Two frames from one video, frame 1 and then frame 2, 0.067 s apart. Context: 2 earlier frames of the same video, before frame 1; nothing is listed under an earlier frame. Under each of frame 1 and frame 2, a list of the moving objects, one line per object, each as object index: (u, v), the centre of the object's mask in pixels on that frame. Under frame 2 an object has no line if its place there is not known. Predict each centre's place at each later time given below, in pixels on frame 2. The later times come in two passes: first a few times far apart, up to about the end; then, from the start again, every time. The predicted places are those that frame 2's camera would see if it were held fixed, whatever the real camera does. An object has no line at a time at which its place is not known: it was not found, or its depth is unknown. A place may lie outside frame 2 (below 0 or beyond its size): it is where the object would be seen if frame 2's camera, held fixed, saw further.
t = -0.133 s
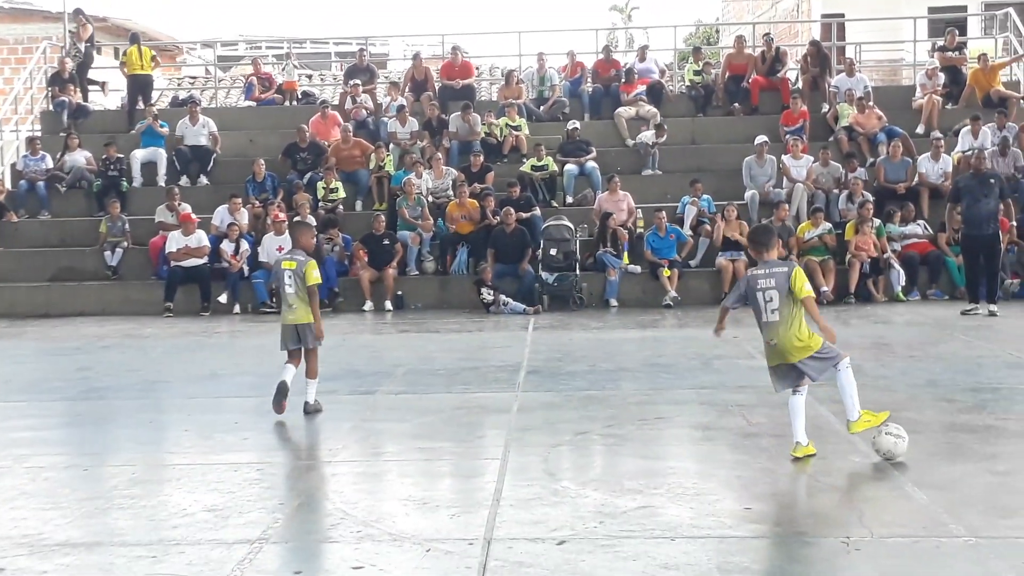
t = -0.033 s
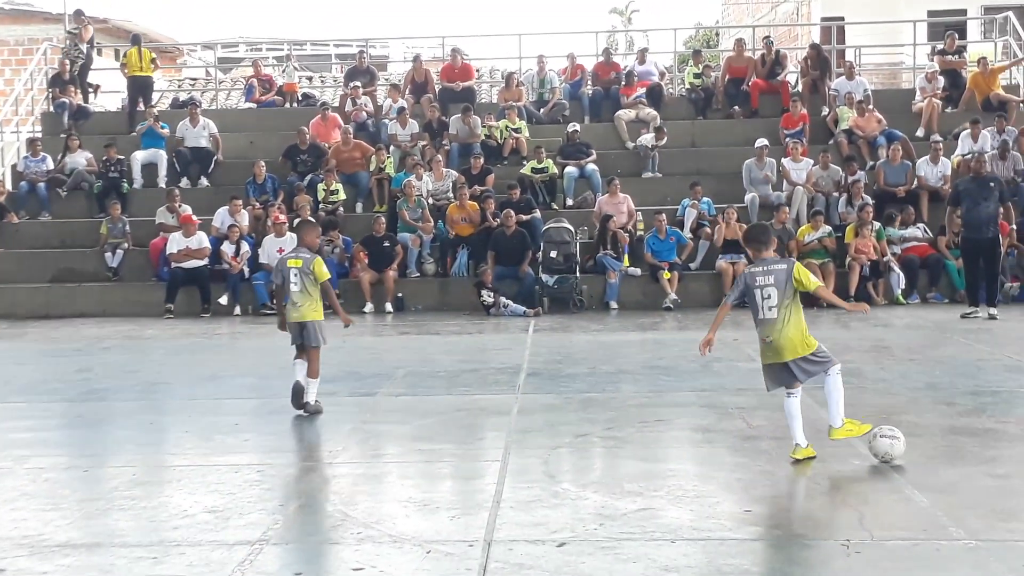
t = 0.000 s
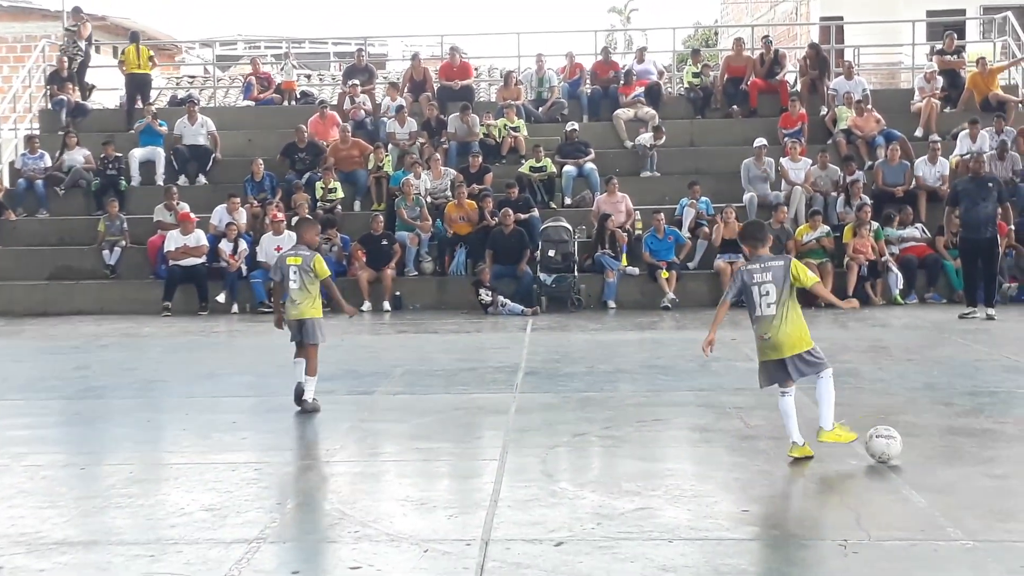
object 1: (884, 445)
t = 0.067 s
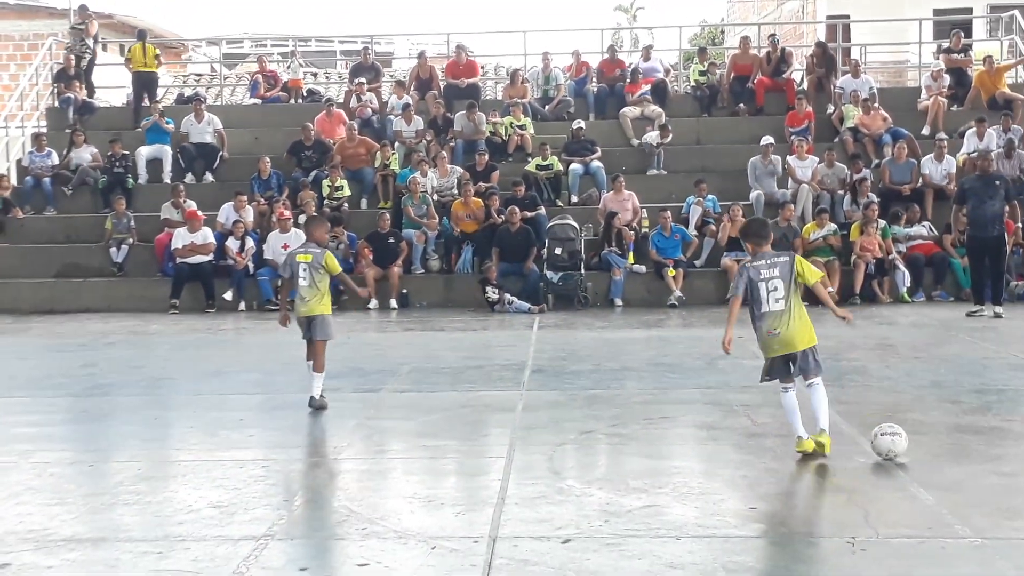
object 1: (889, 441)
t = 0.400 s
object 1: (880, 439)
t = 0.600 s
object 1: (878, 439)
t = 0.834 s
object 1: (877, 438)
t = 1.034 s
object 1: (879, 438)
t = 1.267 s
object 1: (883, 439)
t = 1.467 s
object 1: (887, 440)
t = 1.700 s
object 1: (892, 441)
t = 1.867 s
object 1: (895, 441)
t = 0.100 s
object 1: (888, 441)
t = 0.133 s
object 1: (887, 441)
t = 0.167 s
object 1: (886, 441)
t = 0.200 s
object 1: (885, 441)
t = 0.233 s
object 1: (884, 440)
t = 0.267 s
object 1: (883, 440)
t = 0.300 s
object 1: (882, 440)
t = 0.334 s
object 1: (881, 439)
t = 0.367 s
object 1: (880, 439)
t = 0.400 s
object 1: (880, 439)
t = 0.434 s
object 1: (879, 439)
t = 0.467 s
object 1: (879, 439)
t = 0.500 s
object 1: (878, 439)
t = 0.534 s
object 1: (878, 439)
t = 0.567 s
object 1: (878, 439)
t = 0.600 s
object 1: (878, 439)
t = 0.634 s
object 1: (877, 439)
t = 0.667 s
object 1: (877, 439)
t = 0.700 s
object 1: (877, 439)
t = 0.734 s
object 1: (877, 439)
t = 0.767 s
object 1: (877, 439)
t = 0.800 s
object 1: (877, 438)
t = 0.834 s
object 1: (877, 438)
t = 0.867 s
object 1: (878, 438)
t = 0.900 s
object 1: (878, 438)
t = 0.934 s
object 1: (878, 438)
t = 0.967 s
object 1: (879, 439)
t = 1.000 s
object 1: (879, 439)
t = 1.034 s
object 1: (879, 438)
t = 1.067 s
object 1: (880, 439)
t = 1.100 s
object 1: (880, 439)
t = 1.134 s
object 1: (881, 439)
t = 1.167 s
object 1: (881, 439)
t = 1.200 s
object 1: (882, 439)
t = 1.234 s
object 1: (883, 439)
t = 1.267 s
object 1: (883, 439)
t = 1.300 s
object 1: (884, 440)
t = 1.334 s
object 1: (884, 440)
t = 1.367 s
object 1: (885, 440)
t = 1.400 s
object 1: (886, 440)
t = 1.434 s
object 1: (886, 440)
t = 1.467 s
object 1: (887, 440)
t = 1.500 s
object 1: (888, 440)
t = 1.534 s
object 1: (888, 440)
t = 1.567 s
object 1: (889, 441)
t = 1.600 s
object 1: (889, 441)
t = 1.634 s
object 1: (890, 441)
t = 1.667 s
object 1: (891, 441)
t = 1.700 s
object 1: (892, 441)
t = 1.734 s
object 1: (892, 441)
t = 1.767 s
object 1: (893, 441)
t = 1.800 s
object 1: (894, 441)
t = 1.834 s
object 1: (894, 441)
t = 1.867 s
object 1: (895, 441)
